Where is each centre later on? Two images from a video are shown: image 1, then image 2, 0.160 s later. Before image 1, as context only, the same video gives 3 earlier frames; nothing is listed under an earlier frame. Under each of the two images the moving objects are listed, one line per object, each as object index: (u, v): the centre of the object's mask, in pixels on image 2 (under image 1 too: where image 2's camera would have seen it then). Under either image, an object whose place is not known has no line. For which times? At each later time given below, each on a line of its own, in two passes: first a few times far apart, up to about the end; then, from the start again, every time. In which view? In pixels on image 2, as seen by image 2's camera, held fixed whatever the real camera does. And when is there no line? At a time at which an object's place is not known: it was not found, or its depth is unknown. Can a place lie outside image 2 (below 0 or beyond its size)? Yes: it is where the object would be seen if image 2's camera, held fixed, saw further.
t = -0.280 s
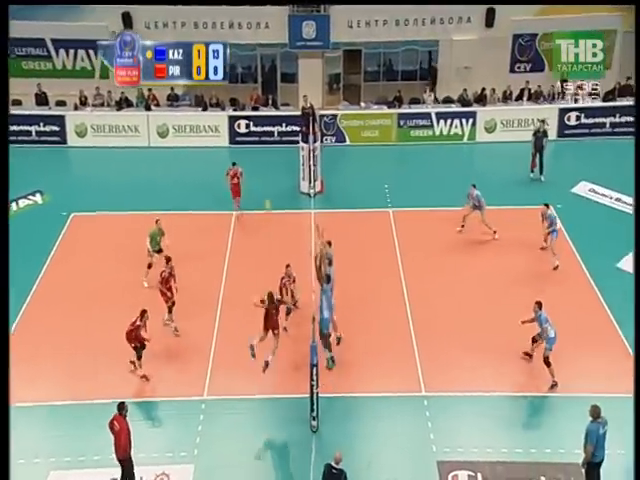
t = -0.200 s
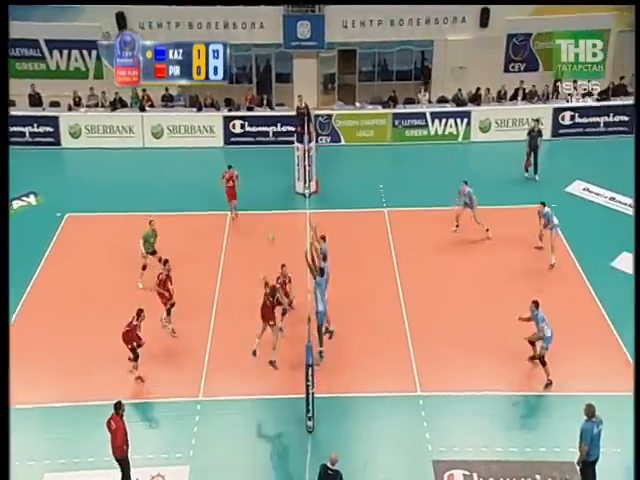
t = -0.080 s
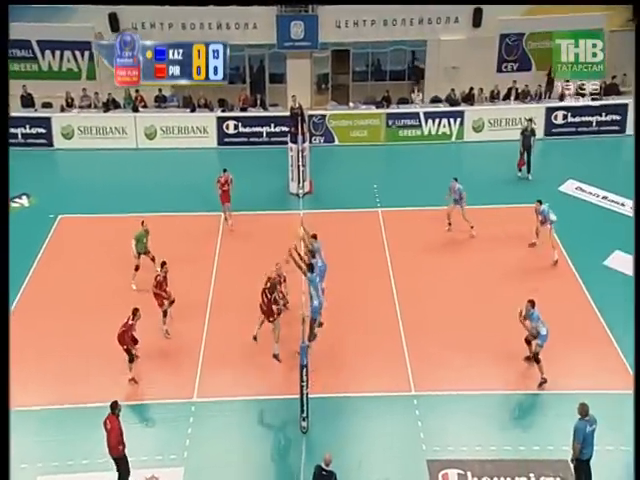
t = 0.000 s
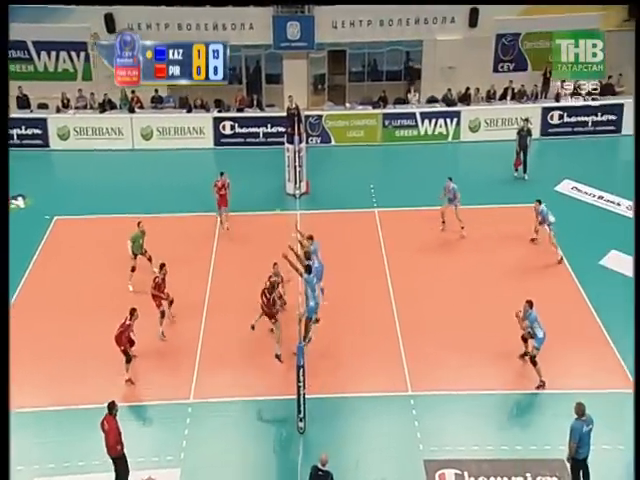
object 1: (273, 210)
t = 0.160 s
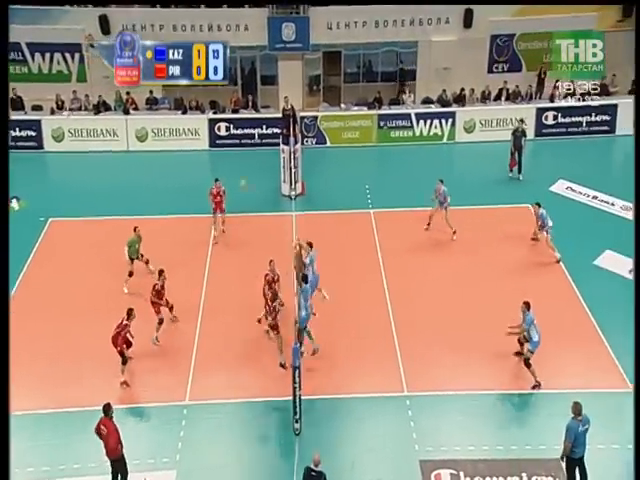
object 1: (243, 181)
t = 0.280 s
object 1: (221, 170)
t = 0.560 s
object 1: (186, 163)
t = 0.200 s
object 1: (235, 178)
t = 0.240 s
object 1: (229, 172)
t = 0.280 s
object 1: (221, 170)
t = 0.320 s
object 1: (216, 167)
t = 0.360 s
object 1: (210, 164)
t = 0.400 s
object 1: (205, 163)
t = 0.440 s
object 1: (199, 162)
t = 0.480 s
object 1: (194, 163)
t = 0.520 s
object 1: (191, 161)
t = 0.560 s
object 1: (186, 163)
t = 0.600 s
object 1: (183, 164)
